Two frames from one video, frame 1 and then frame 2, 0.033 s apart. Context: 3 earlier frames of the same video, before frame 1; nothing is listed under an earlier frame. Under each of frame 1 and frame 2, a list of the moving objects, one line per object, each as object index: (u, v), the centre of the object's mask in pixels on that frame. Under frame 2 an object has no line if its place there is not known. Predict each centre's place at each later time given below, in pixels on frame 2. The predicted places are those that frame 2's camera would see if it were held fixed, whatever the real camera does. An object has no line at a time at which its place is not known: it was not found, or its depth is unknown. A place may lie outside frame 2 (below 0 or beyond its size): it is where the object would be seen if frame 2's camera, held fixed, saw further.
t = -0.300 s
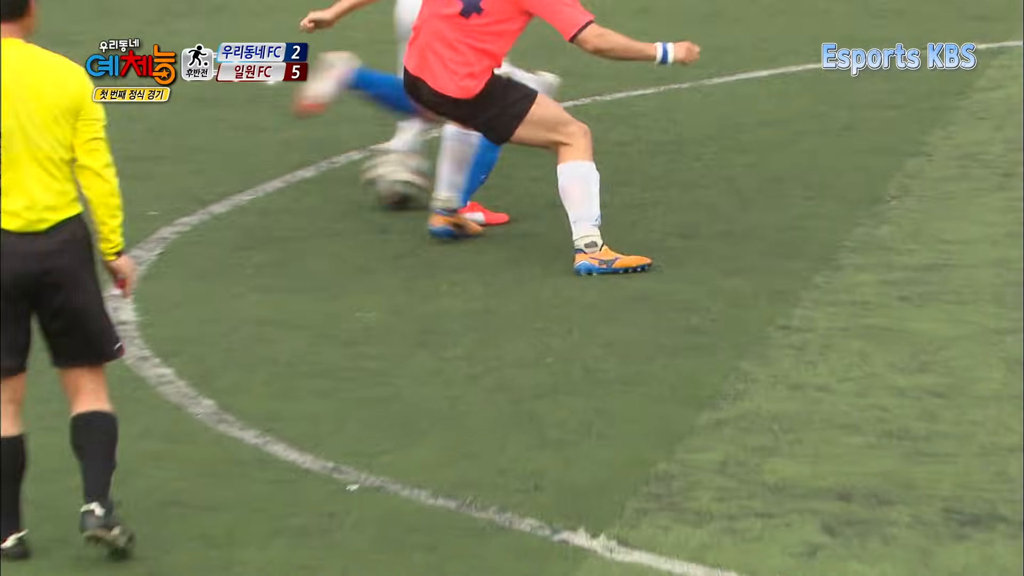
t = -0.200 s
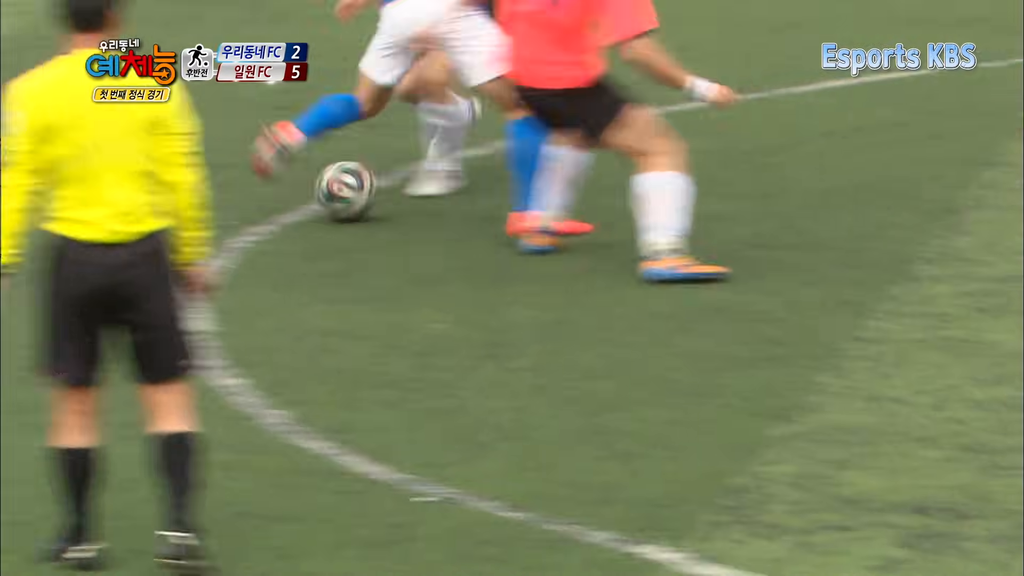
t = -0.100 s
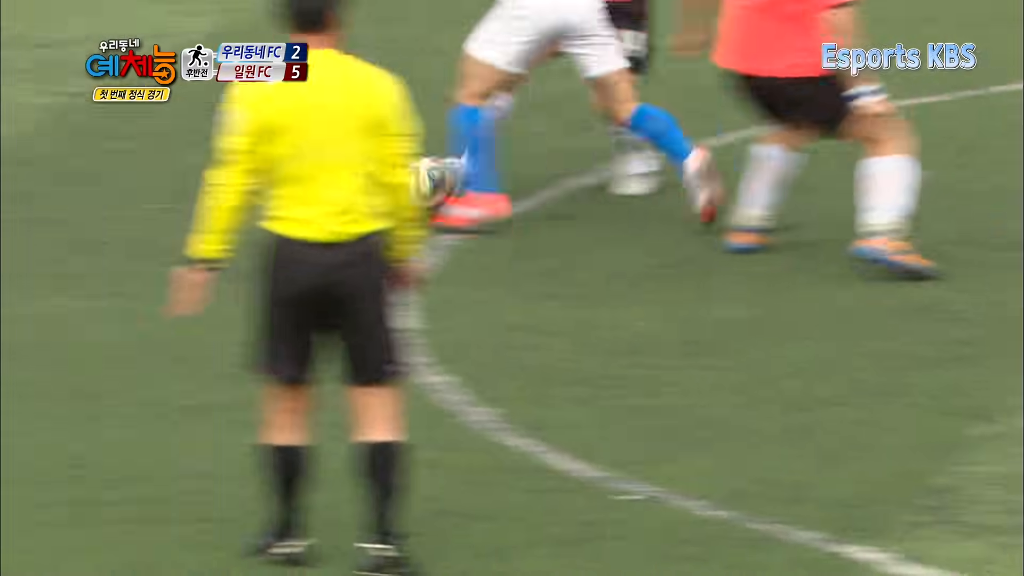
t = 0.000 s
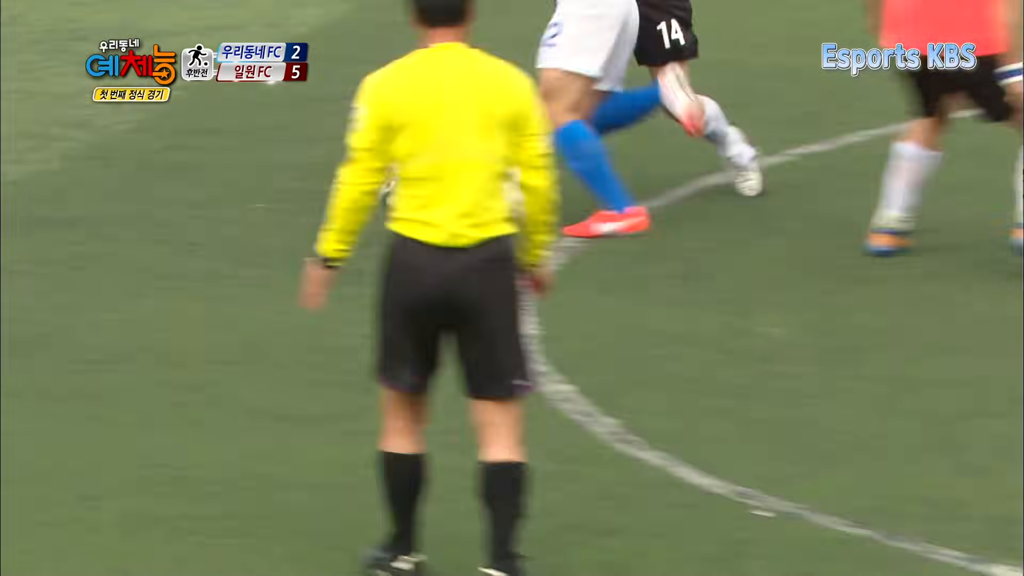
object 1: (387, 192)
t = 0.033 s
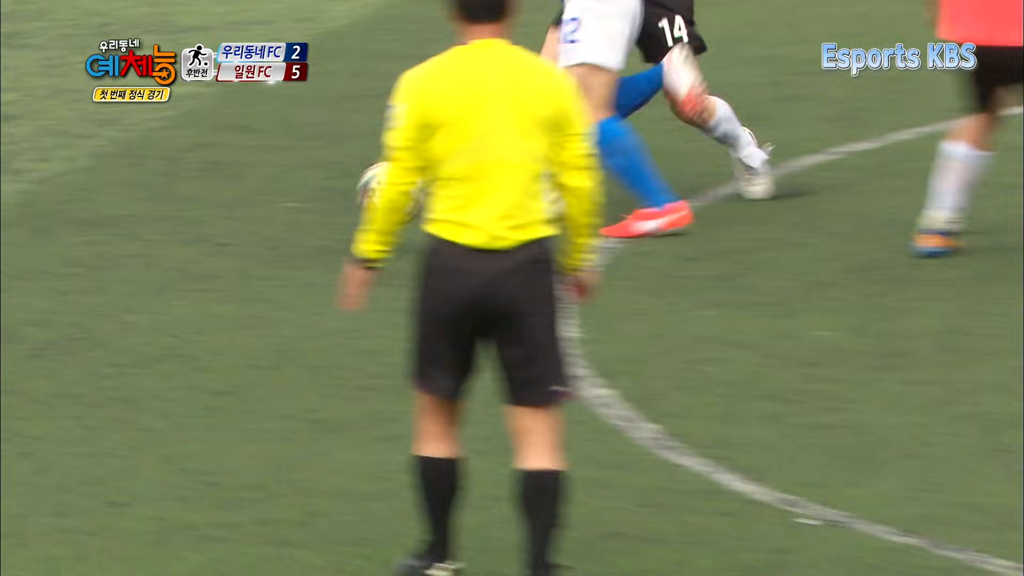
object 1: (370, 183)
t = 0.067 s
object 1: (336, 202)
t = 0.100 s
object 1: (282, 216)
